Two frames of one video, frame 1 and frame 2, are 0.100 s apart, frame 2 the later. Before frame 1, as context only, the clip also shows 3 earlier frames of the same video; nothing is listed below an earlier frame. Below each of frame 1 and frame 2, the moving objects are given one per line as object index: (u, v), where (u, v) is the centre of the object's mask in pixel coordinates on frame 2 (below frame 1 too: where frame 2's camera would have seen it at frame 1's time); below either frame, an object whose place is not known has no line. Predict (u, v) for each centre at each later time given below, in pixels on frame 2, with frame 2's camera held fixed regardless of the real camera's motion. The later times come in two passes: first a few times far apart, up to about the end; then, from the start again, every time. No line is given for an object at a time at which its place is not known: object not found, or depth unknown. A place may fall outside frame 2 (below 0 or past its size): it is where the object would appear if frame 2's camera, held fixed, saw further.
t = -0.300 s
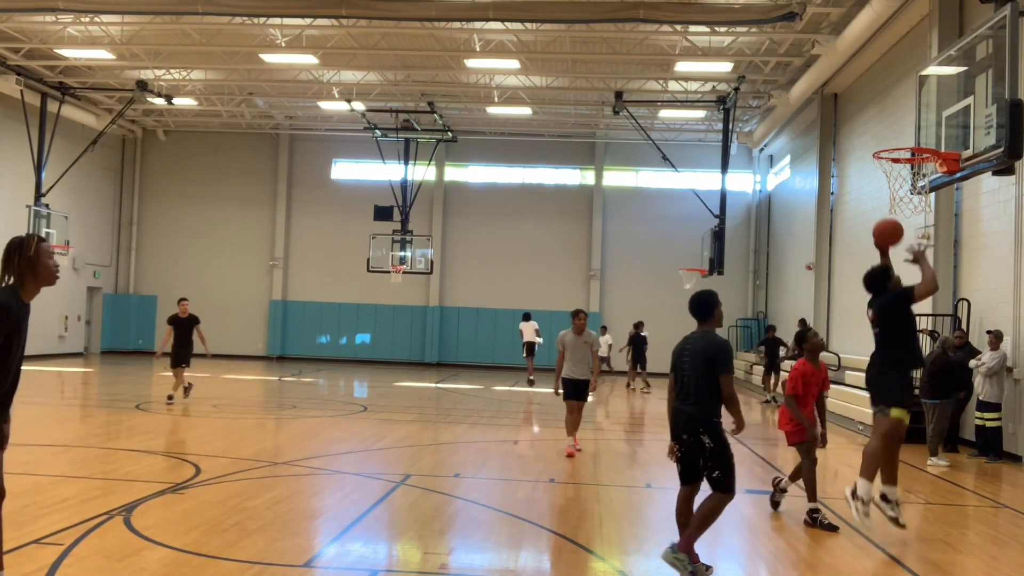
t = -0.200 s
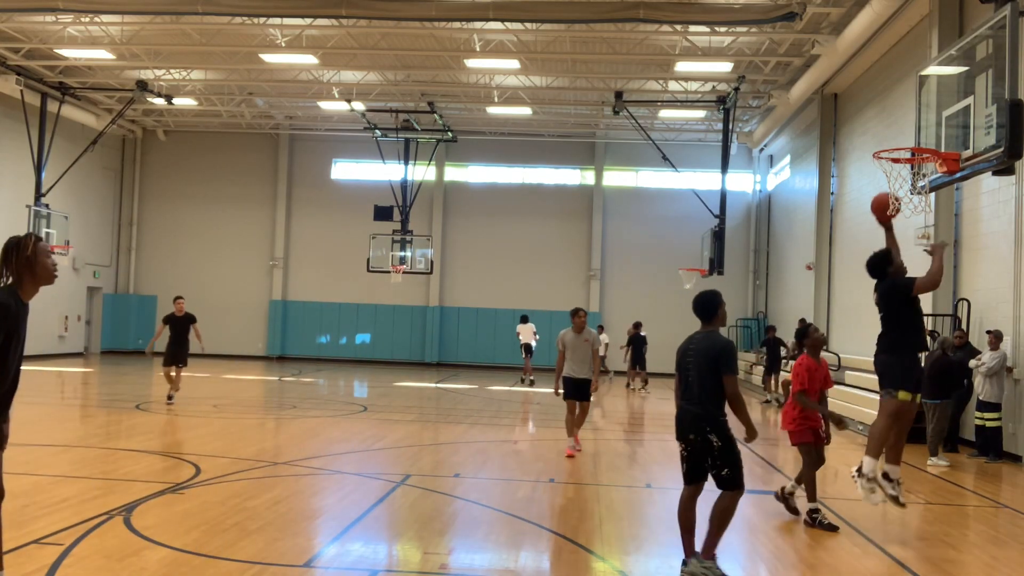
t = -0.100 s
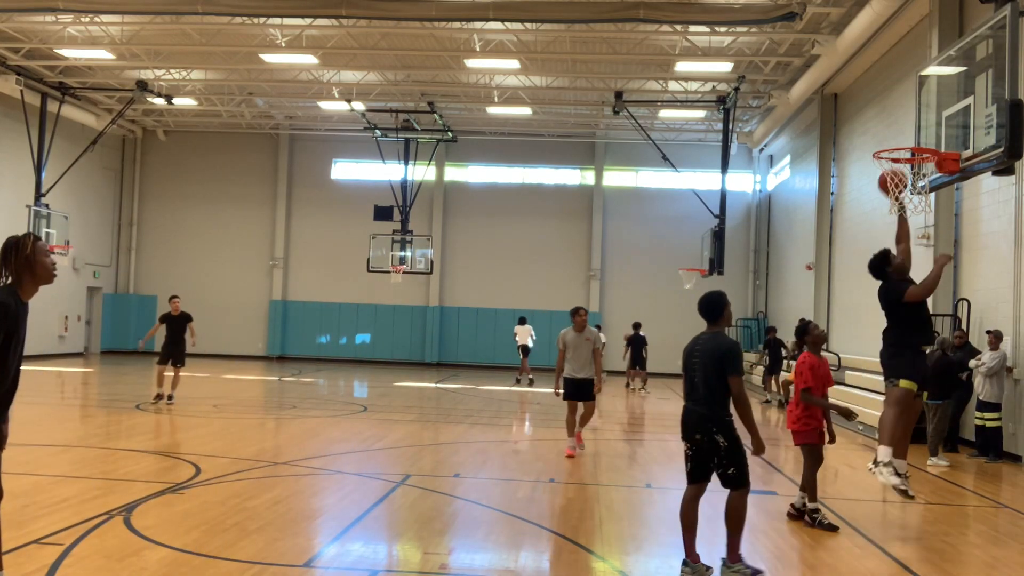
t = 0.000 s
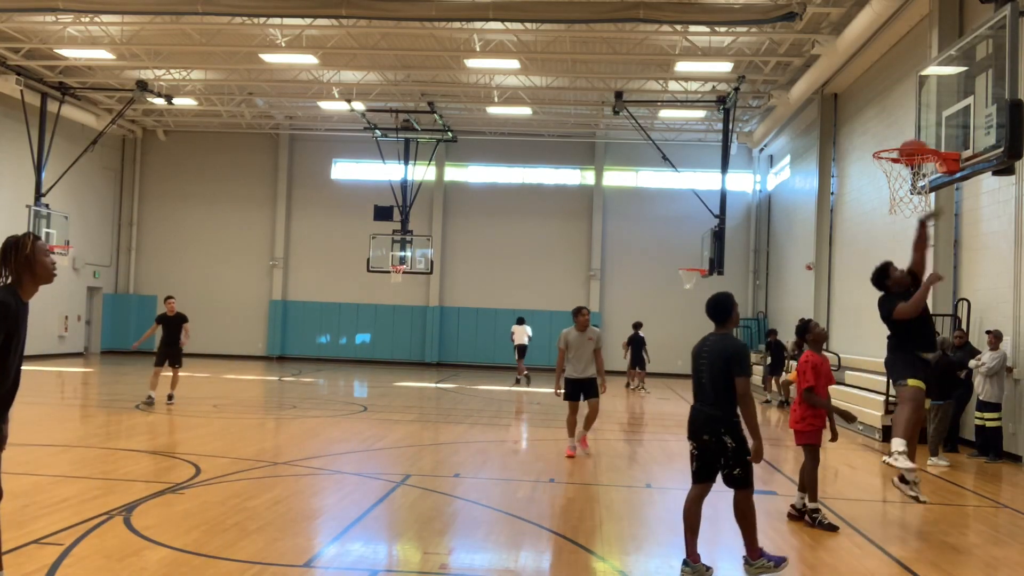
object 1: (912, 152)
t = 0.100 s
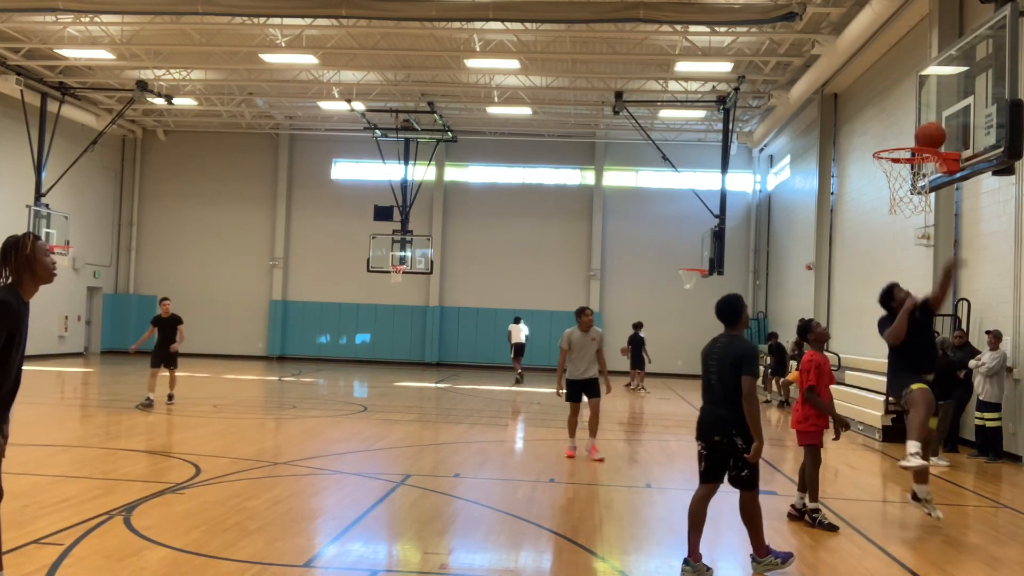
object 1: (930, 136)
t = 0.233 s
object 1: (919, 138)
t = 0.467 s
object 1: (899, 164)
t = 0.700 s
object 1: (889, 237)
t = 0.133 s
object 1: (928, 135)
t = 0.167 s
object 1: (925, 136)
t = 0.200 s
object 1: (922, 137)
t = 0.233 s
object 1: (919, 138)
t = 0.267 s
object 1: (917, 138)
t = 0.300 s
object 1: (914, 138)
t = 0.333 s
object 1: (911, 139)
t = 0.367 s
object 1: (908, 141)
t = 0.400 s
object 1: (904, 152)
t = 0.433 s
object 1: (902, 158)
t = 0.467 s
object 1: (899, 164)
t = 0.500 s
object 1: (897, 173)
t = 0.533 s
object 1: (894, 184)
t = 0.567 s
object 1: (892, 193)
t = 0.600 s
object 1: (892, 202)
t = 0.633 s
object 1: (891, 213)
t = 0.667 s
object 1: (890, 224)
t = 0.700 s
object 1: (889, 237)
